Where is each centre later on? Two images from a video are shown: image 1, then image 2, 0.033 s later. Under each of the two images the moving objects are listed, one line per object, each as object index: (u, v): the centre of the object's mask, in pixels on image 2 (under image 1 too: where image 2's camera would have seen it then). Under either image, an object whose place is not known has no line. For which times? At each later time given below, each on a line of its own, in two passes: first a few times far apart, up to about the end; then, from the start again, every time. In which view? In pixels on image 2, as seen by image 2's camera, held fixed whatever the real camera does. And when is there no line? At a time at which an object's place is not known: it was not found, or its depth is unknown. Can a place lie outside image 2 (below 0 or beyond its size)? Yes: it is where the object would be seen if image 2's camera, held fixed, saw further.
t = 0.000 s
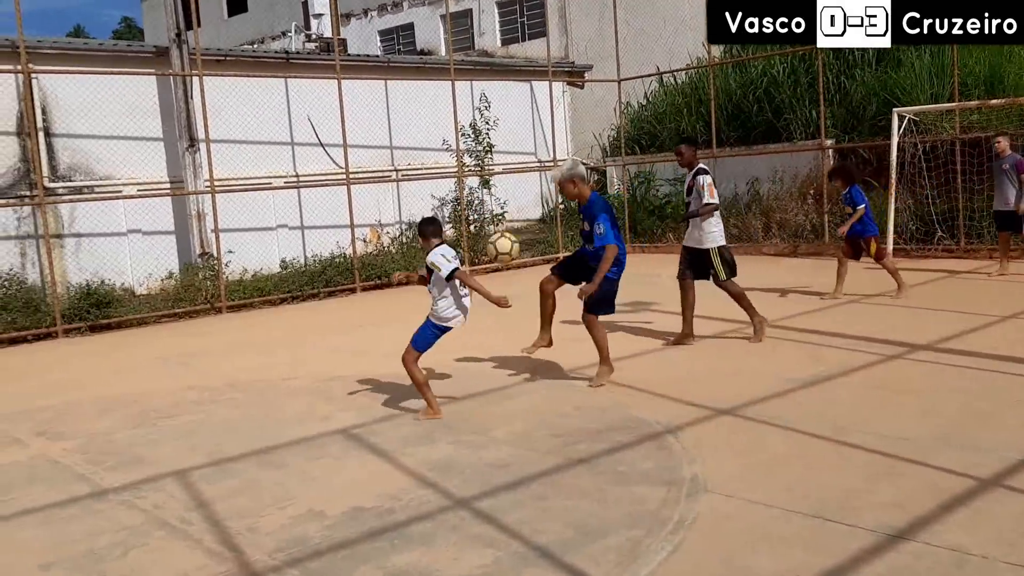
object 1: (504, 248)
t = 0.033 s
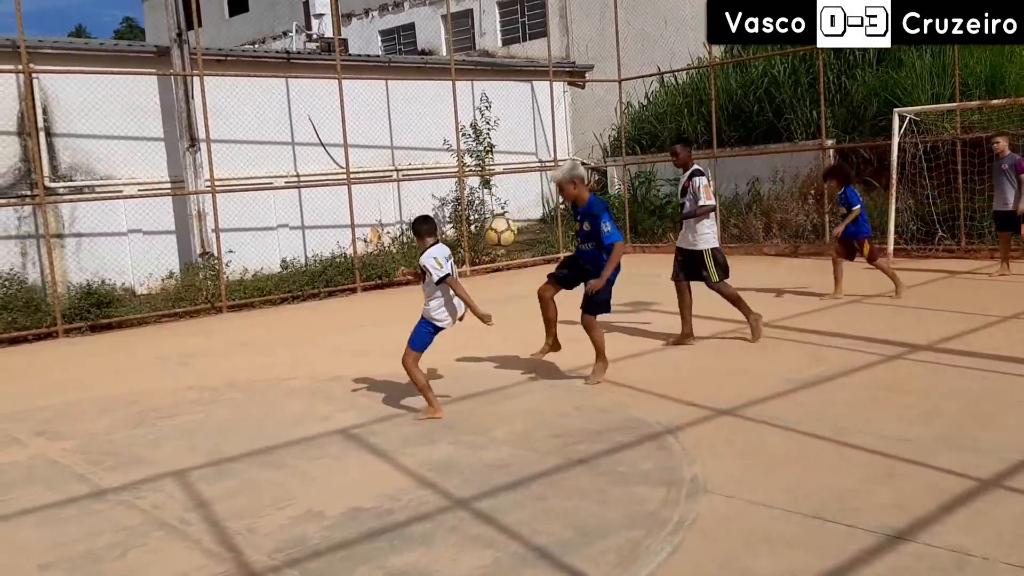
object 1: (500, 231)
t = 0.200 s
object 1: (489, 172)
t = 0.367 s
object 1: (477, 150)
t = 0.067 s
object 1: (497, 219)
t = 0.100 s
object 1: (495, 205)
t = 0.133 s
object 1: (493, 192)
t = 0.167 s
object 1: (491, 181)
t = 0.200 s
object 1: (489, 172)
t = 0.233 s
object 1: (486, 165)
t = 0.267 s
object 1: (484, 159)
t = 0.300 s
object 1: (481, 155)
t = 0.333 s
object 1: (479, 151)
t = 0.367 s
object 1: (477, 150)
